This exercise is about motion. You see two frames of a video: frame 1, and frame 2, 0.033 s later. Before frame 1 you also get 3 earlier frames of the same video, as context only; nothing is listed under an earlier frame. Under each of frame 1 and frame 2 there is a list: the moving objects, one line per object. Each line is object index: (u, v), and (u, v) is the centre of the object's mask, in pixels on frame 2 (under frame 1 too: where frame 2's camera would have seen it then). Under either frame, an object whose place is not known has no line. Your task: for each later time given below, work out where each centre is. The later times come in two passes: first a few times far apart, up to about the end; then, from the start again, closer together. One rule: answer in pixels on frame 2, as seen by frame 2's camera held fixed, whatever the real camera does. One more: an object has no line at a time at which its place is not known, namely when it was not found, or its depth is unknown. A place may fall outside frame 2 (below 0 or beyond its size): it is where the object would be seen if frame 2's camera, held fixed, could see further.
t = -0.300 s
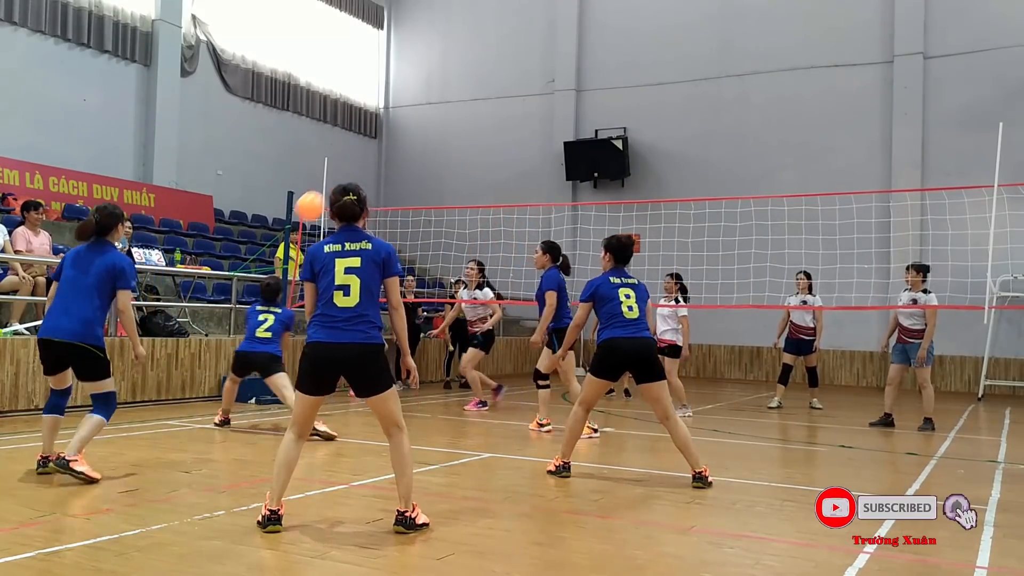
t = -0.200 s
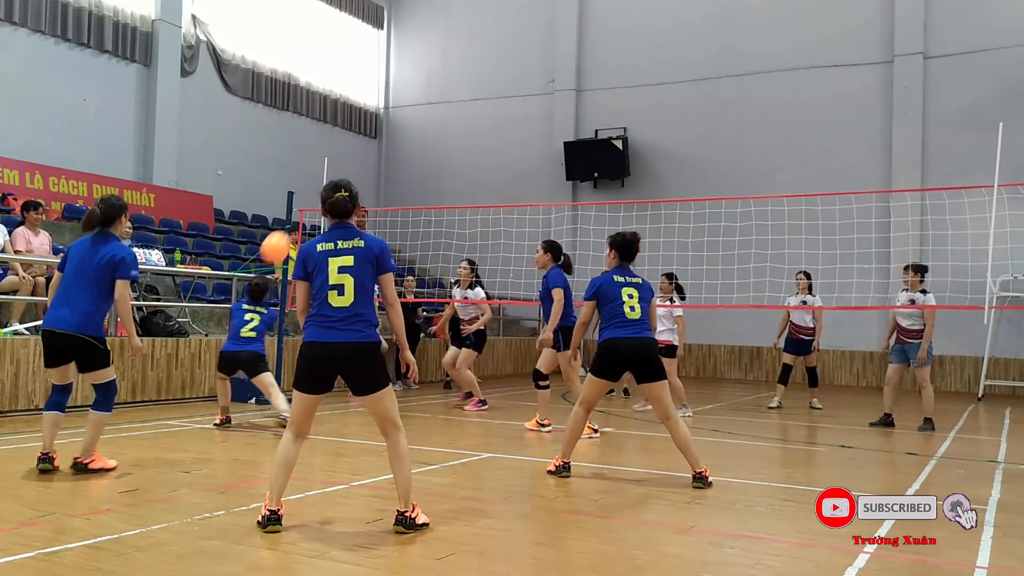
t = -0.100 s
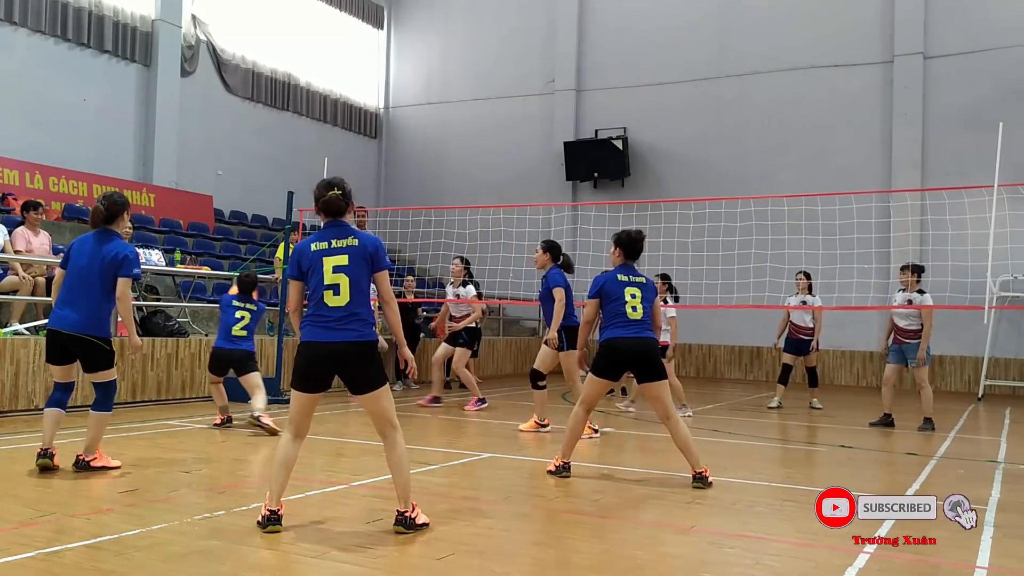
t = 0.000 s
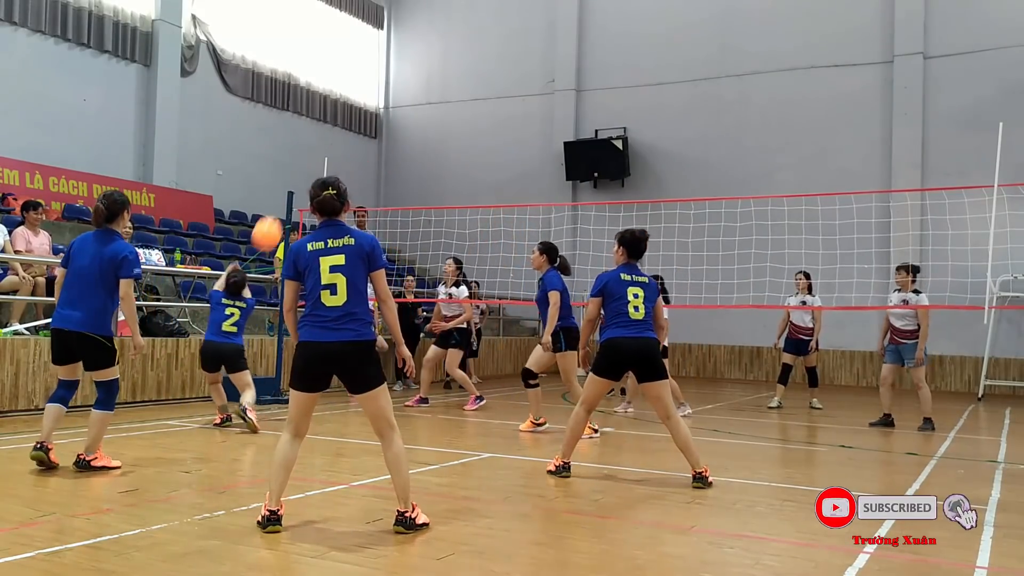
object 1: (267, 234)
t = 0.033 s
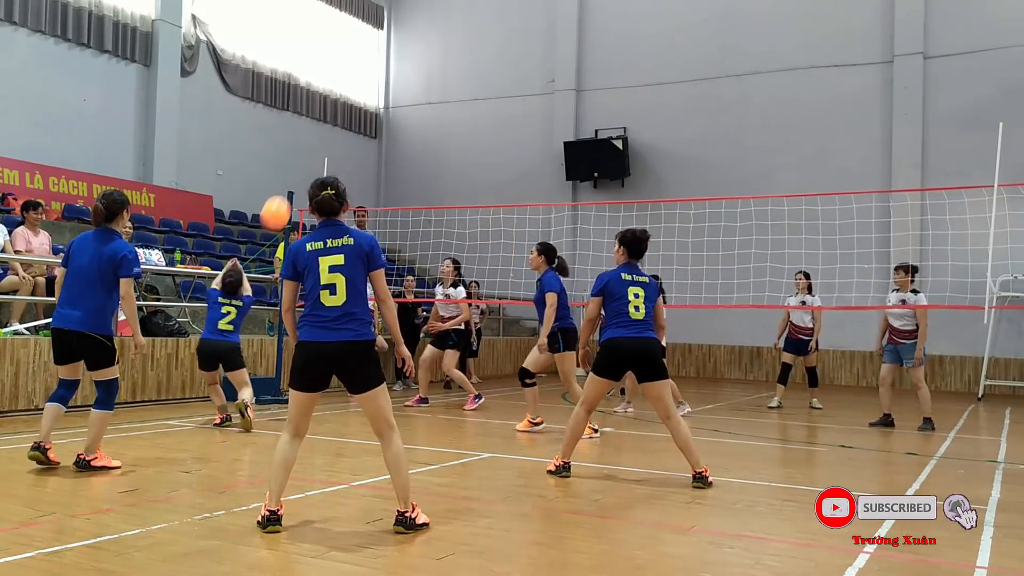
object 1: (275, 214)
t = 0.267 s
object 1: (335, 109)
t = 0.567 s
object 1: (409, 61)
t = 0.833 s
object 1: (471, 105)
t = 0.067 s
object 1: (284, 195)
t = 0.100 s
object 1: (293, 178)
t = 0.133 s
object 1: (301, 162)
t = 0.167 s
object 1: (310, 146)
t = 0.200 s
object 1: (318, 133)
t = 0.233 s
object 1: (326, 120)
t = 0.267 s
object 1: (335, 109)
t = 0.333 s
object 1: (351, 91)
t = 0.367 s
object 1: (360, 82)
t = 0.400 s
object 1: (368, 76)
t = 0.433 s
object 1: (377, 71)
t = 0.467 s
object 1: (385, 67)
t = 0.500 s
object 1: (393, 63)
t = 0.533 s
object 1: (400, 62)
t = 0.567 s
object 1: (409, 61)
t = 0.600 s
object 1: (416, 62)
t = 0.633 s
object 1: (424, 65)
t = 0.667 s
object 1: (432, 68)
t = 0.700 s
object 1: (440, 73)
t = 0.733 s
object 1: (448, 79)
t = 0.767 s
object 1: (456, 87)
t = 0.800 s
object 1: (463, 95)
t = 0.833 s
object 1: (471, 105)
